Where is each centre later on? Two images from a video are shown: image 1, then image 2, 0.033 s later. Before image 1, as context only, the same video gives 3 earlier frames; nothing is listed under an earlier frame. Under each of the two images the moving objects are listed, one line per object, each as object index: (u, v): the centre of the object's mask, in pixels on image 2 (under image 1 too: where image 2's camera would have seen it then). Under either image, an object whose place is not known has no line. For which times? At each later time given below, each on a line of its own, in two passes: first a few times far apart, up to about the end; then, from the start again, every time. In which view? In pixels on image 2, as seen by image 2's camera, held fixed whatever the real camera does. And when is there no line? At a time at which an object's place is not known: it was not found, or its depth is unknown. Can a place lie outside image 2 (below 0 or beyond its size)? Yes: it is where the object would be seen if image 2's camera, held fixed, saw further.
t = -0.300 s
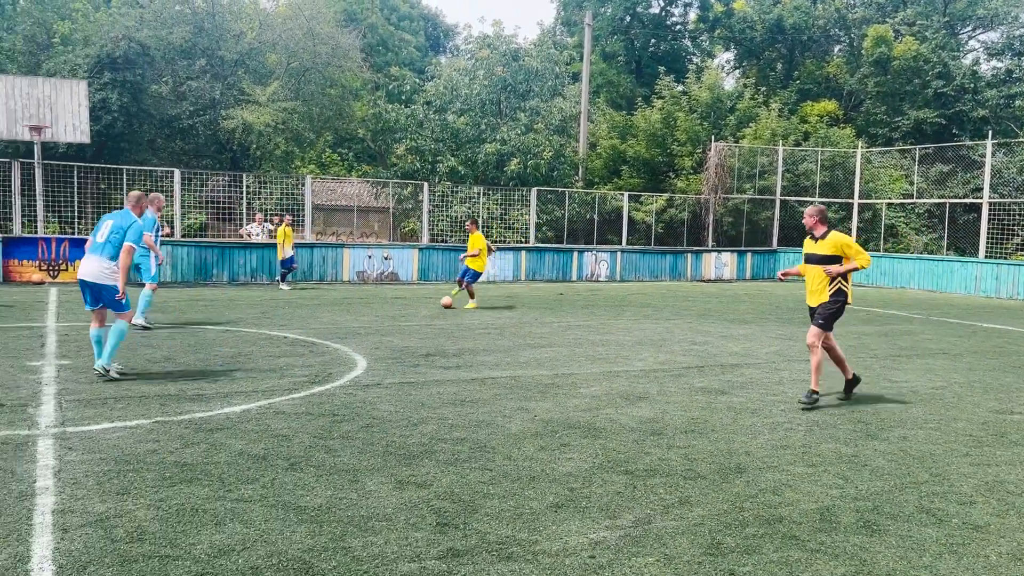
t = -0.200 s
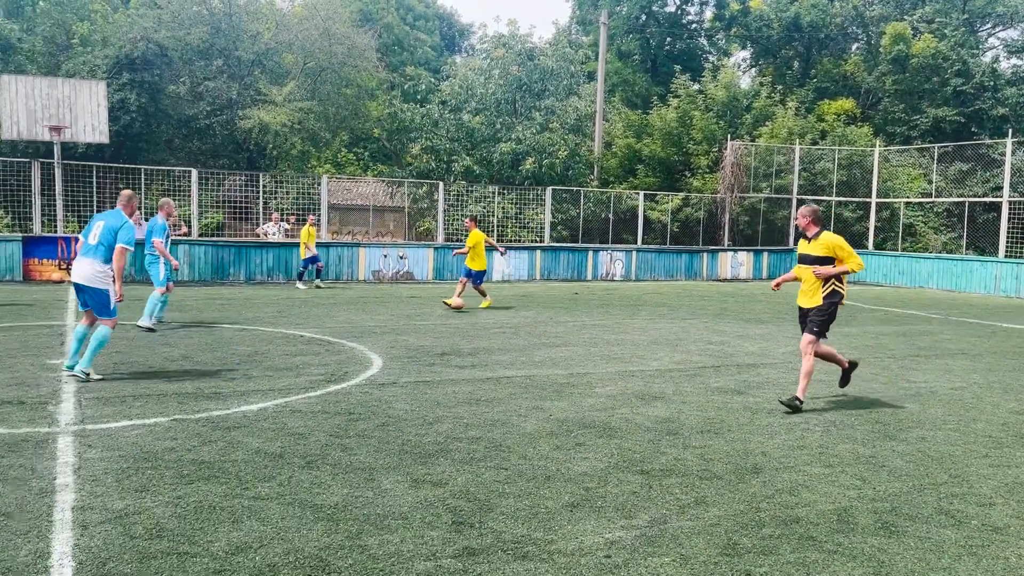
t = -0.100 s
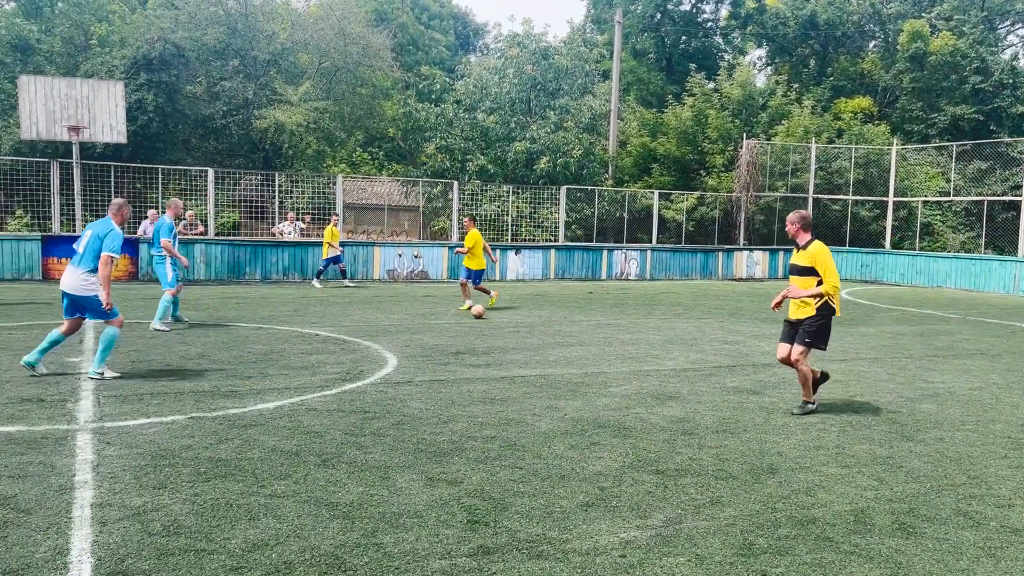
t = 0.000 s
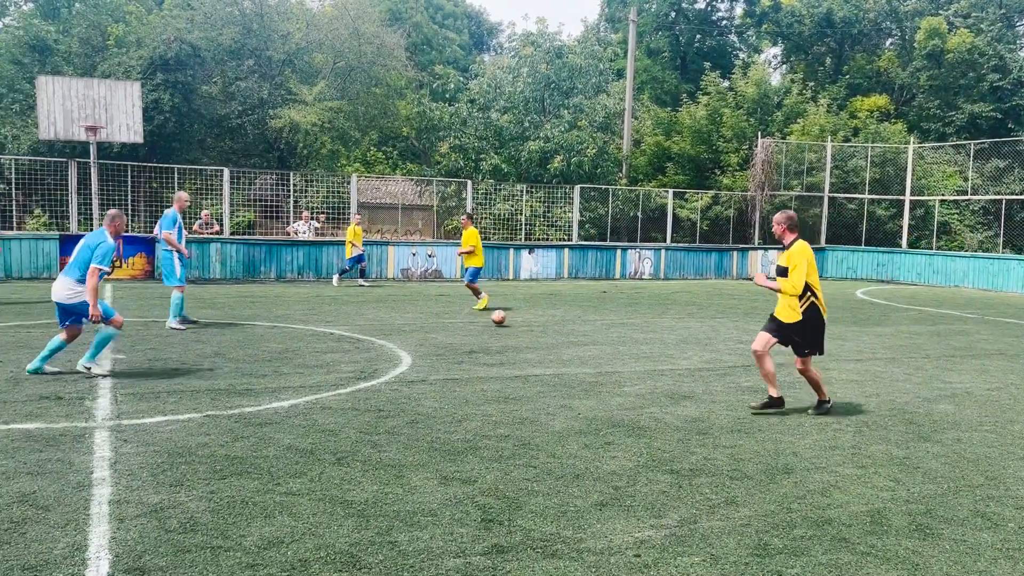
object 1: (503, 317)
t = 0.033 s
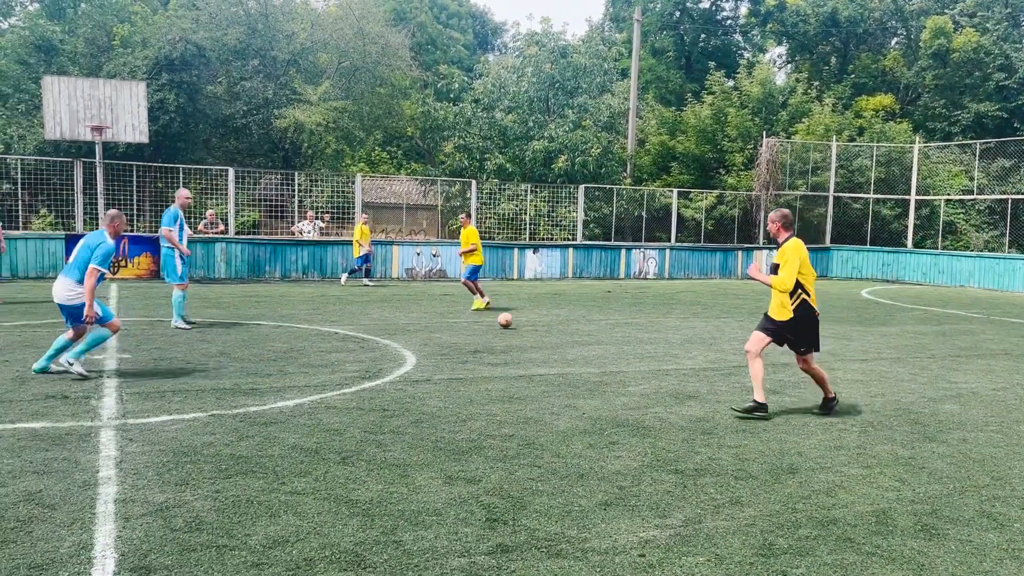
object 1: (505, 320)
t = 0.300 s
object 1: (525, 346)
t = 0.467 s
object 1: (537, 362)
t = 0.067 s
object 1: (508, 324)
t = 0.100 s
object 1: (510, 327)
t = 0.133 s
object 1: (513, 330)
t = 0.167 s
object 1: (515, 333)
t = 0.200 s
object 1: (518, 338)
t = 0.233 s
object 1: (521, 341)
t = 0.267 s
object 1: (524, 344)
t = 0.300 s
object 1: (525, 346)
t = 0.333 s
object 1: (528, 350)
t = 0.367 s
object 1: (531, 354)
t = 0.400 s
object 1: (533, 356)
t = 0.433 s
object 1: (535, 359)
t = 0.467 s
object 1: (537, 362)
